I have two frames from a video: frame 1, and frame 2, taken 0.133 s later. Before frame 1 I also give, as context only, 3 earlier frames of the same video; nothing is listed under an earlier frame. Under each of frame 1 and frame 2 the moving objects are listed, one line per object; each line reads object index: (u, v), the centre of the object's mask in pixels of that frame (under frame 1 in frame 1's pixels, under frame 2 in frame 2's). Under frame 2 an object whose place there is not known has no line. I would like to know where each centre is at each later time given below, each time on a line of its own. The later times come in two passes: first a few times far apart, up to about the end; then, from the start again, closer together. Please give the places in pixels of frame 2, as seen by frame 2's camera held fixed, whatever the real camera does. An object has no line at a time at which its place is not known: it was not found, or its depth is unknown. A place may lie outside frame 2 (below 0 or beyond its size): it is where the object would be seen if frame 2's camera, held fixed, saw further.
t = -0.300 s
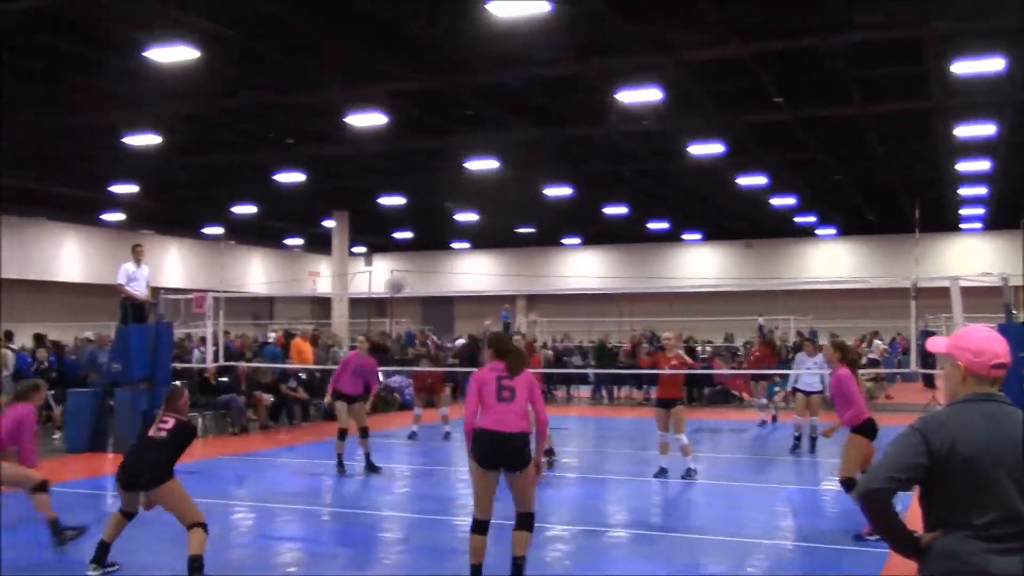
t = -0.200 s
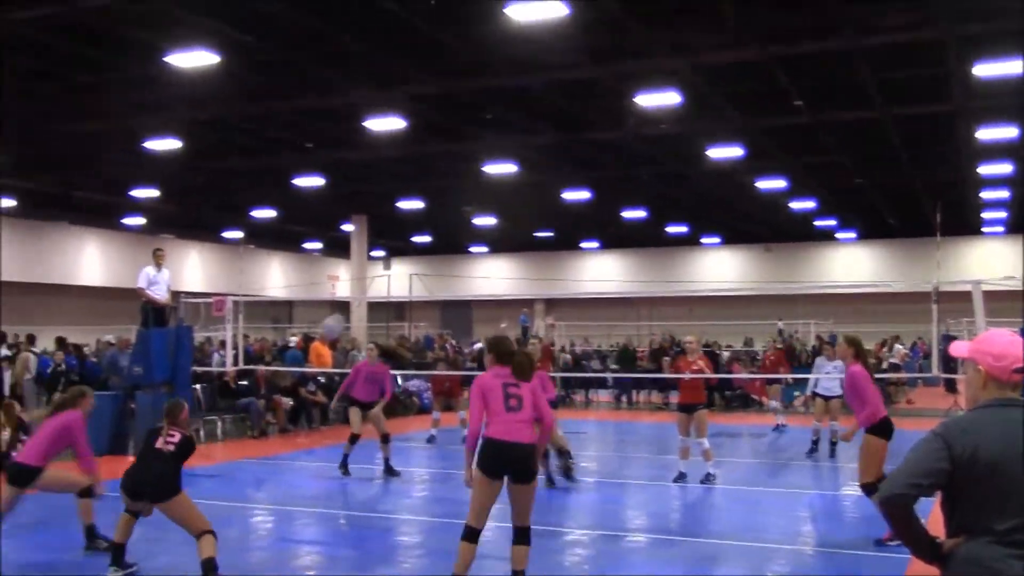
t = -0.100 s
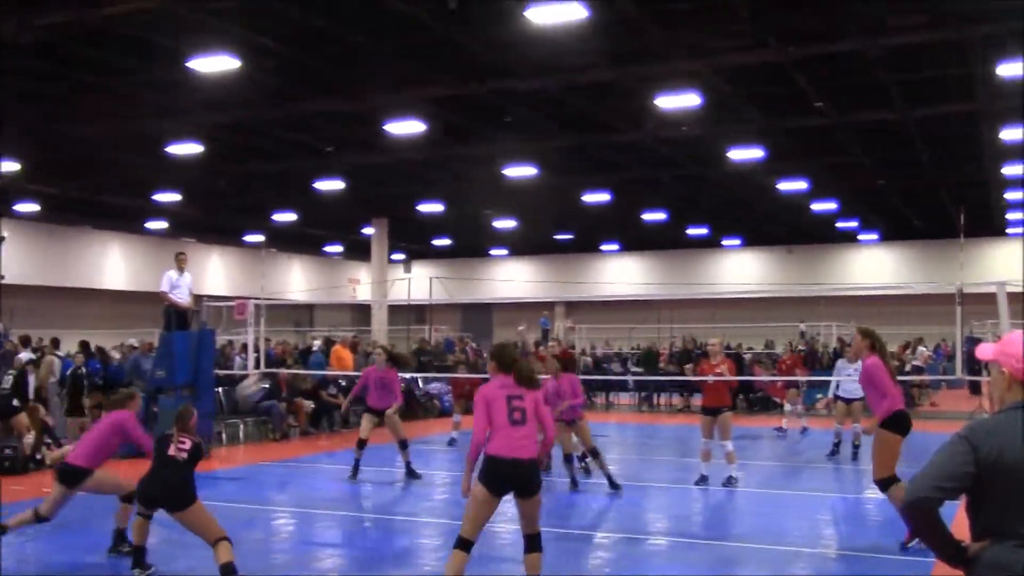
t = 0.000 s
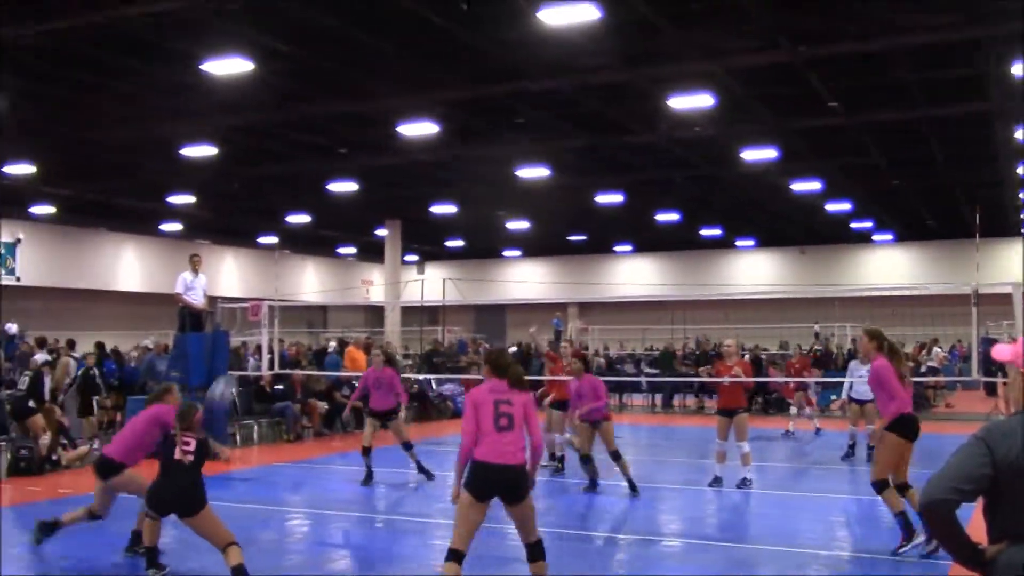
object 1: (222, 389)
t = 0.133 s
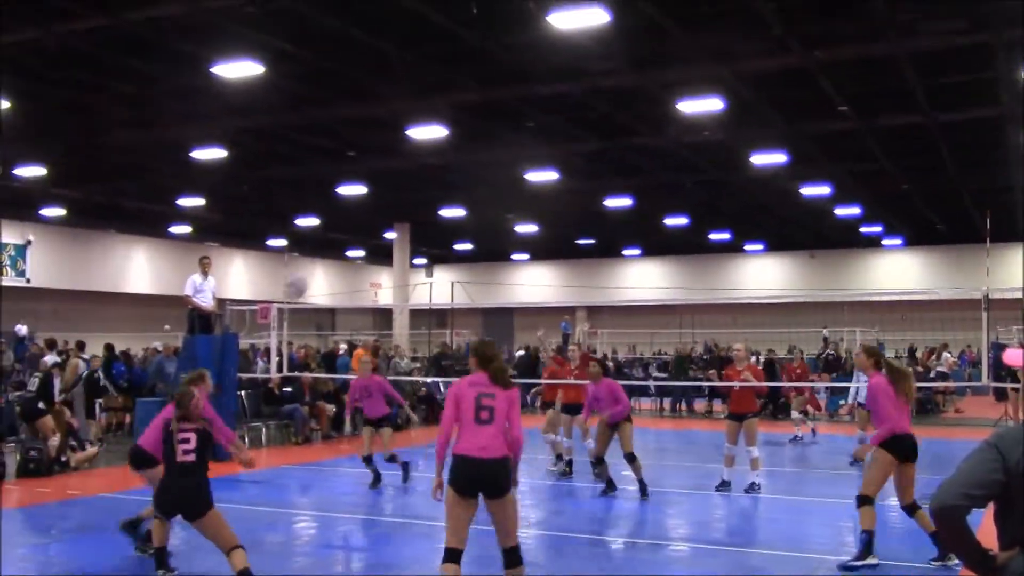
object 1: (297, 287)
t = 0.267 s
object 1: (351, 207)
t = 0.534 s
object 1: (443, 117)
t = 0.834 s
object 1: (523, 109)
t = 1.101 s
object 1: (584, 160)
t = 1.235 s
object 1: (613, 204)
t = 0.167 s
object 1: (310, 263)
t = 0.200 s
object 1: (324, 243)
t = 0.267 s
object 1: (351, 207)
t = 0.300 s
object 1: (365, 192)
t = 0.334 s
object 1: (376, 178)
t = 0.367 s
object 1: (387, 165)
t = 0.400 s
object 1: (399, 154)
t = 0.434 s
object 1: (409, 146)
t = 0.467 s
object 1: (420, 135)
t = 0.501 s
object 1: (432, 125)
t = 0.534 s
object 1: (443, 117)
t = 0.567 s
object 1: (451, 114)
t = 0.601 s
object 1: (461, 111)
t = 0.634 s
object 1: (470, 107)
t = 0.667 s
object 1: (480, 105)
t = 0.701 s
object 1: (489, 104)
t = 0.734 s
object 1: (497, 104)
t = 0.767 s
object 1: (506, 105)
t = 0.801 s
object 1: (515, 107)
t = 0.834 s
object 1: (523, 109)
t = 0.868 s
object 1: (531, 113)
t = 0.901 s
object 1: (539, 117)
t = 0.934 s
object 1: (547, 122)
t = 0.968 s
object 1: (555, 128)
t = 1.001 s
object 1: (562, 135)
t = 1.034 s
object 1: (570, 142)
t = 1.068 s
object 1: (577, 151)
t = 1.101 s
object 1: (584, 160)
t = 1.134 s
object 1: (591, 170)
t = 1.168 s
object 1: (599, 180)
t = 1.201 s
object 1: (605, 189)
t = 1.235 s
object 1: (613, 204)
